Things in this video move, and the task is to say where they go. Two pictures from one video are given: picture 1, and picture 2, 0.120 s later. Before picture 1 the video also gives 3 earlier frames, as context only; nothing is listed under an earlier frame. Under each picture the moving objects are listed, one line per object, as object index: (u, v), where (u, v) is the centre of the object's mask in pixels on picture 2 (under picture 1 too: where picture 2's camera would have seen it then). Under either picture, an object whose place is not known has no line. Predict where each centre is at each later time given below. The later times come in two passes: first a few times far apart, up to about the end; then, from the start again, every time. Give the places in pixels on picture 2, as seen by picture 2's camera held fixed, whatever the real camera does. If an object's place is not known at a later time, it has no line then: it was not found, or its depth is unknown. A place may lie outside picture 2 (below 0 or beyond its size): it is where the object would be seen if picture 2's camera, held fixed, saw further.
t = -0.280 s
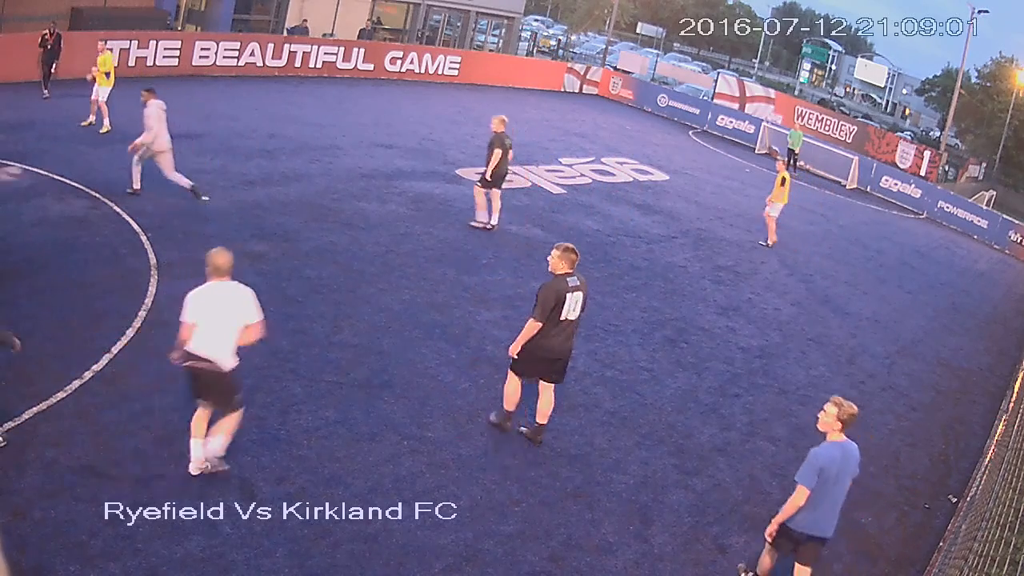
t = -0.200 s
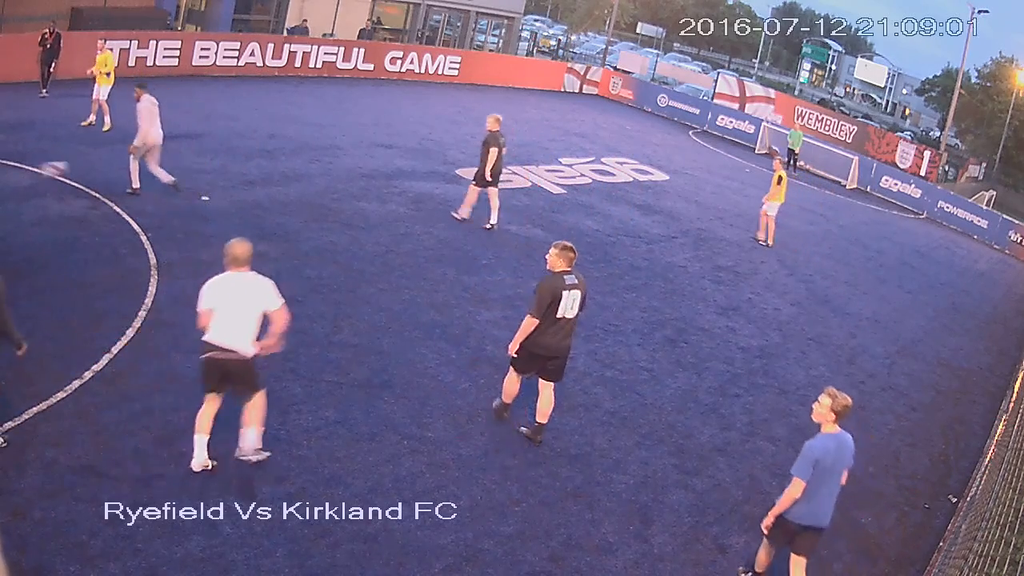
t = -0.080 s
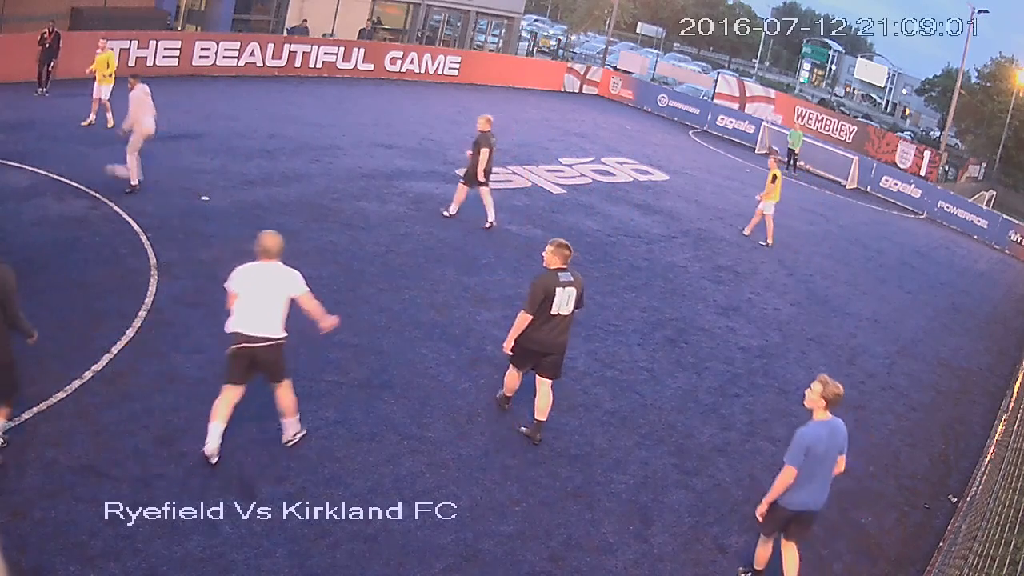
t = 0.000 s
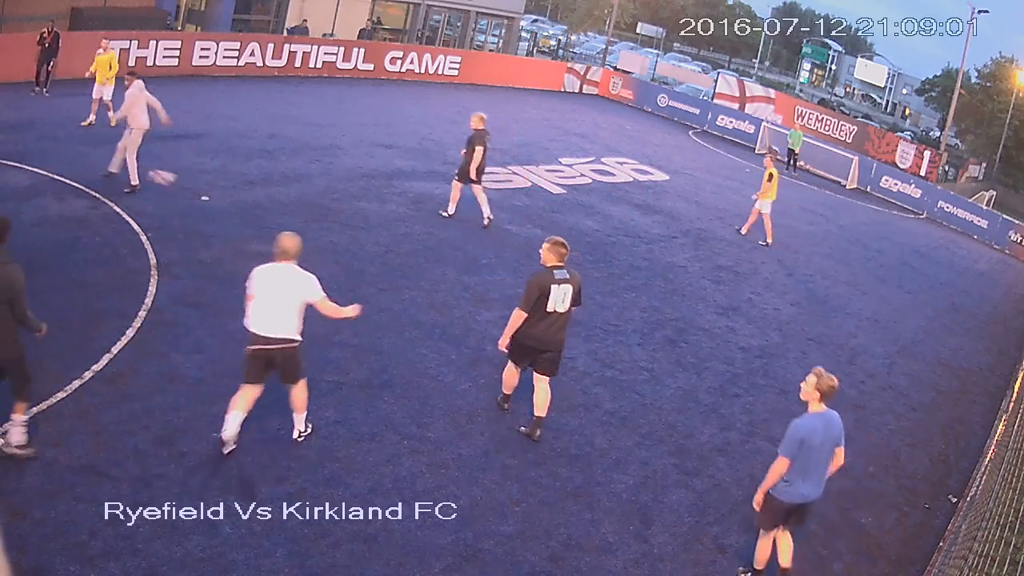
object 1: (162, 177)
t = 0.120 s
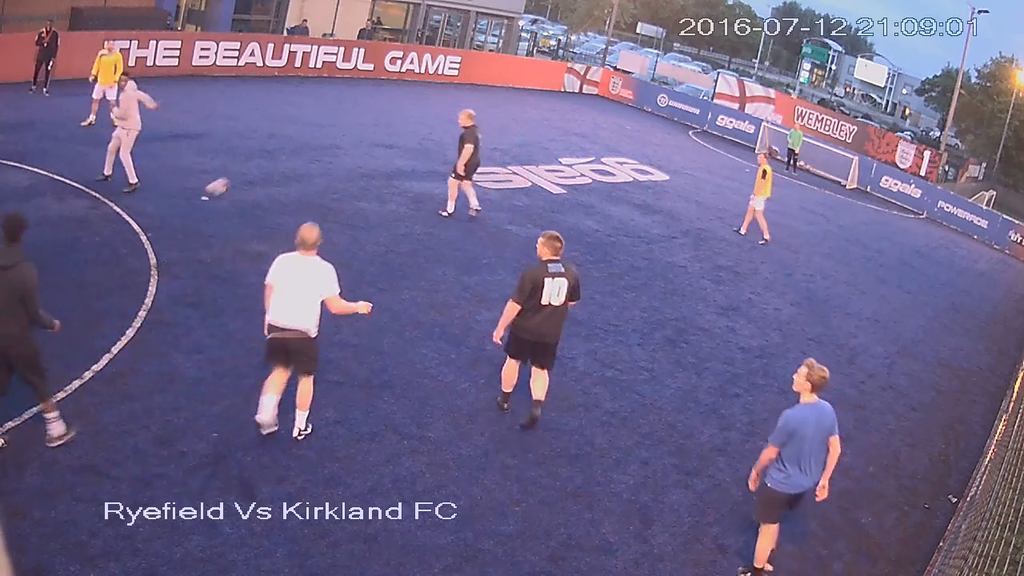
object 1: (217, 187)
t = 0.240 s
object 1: (258, 168)
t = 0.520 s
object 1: (342, 164)
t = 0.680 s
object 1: (382, 182)
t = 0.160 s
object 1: (231, 180)
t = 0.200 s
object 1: (245, 174)
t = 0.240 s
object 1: (258, 168)
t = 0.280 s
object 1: (271, 164)
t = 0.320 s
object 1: (284, 162)
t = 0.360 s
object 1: (297, 161)
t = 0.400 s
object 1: (308, 160)
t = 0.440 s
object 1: (320, 161)
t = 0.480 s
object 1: (330, 162)
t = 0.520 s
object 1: (342, 164)
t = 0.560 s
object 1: (353, 167)
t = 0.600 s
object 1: (362, 172)
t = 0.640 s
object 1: (372, 177)
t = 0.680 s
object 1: (382, 182)
